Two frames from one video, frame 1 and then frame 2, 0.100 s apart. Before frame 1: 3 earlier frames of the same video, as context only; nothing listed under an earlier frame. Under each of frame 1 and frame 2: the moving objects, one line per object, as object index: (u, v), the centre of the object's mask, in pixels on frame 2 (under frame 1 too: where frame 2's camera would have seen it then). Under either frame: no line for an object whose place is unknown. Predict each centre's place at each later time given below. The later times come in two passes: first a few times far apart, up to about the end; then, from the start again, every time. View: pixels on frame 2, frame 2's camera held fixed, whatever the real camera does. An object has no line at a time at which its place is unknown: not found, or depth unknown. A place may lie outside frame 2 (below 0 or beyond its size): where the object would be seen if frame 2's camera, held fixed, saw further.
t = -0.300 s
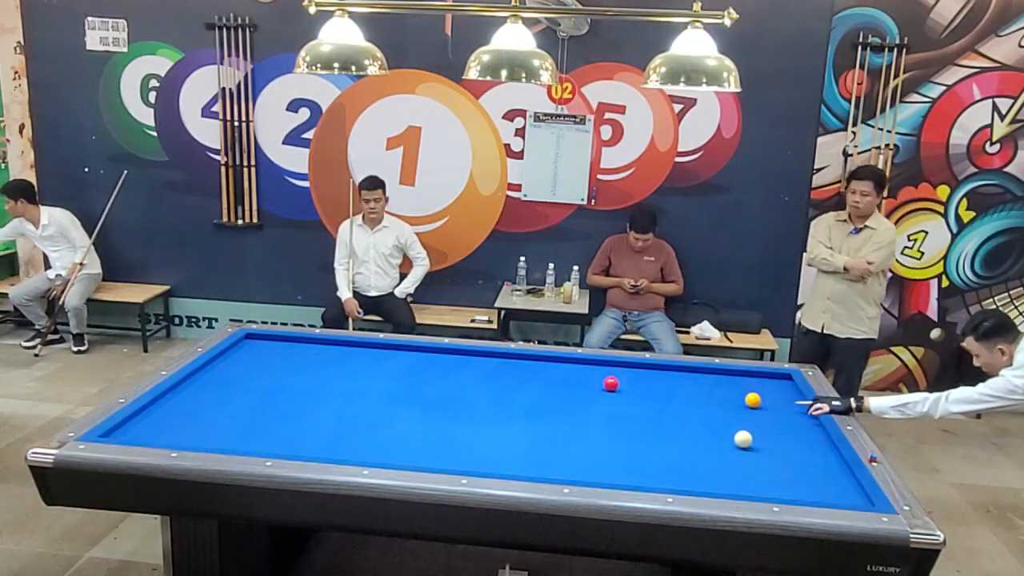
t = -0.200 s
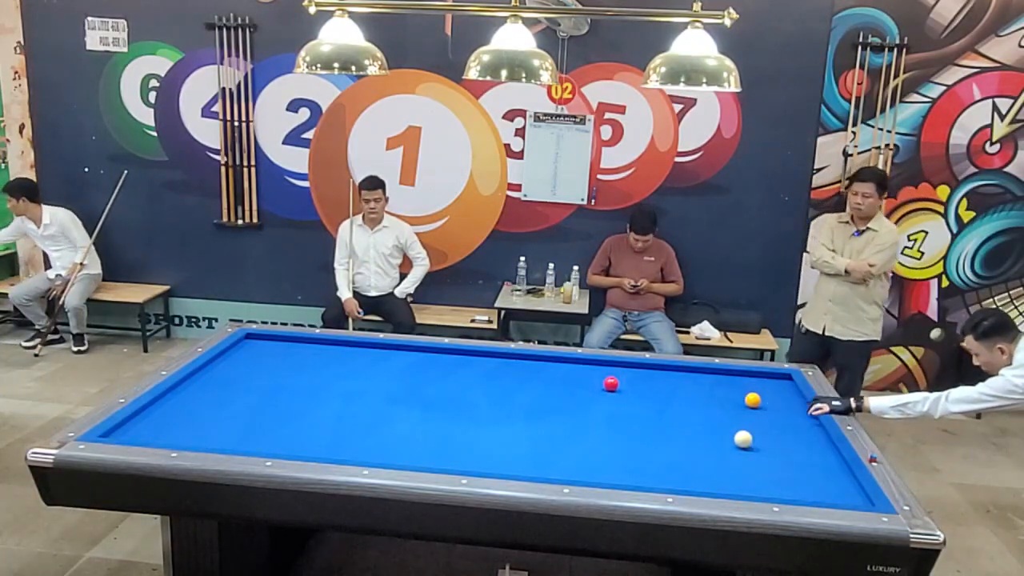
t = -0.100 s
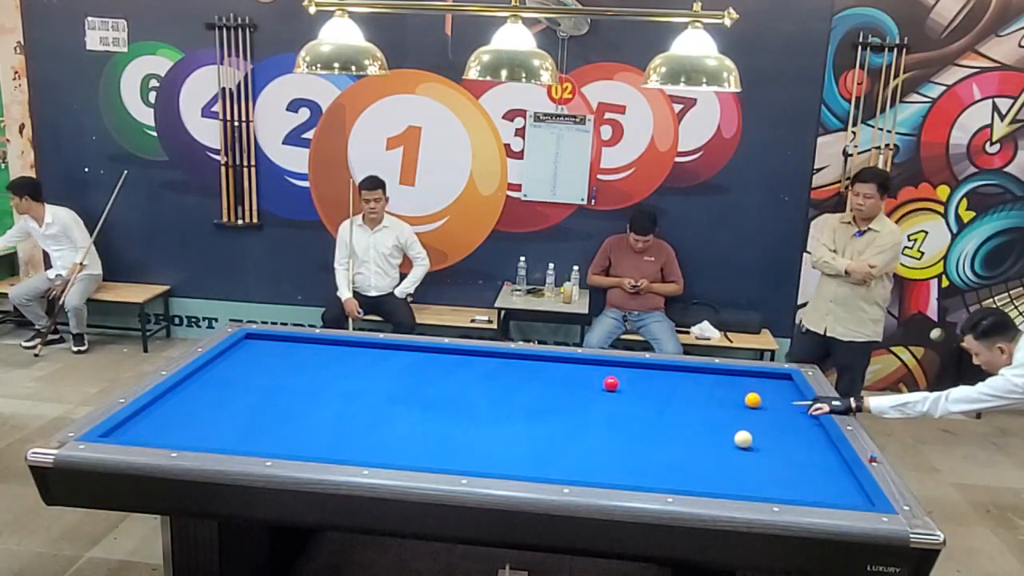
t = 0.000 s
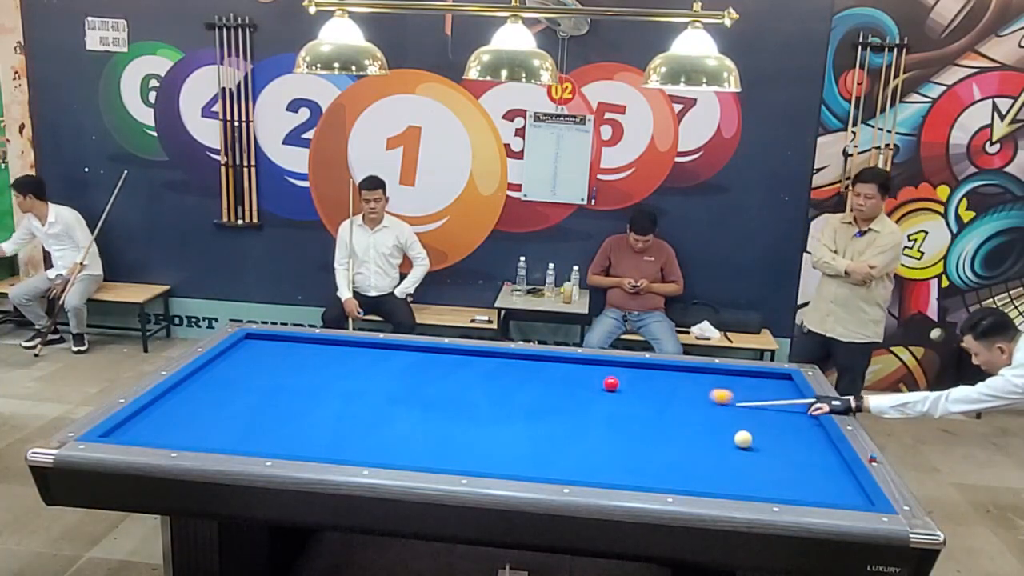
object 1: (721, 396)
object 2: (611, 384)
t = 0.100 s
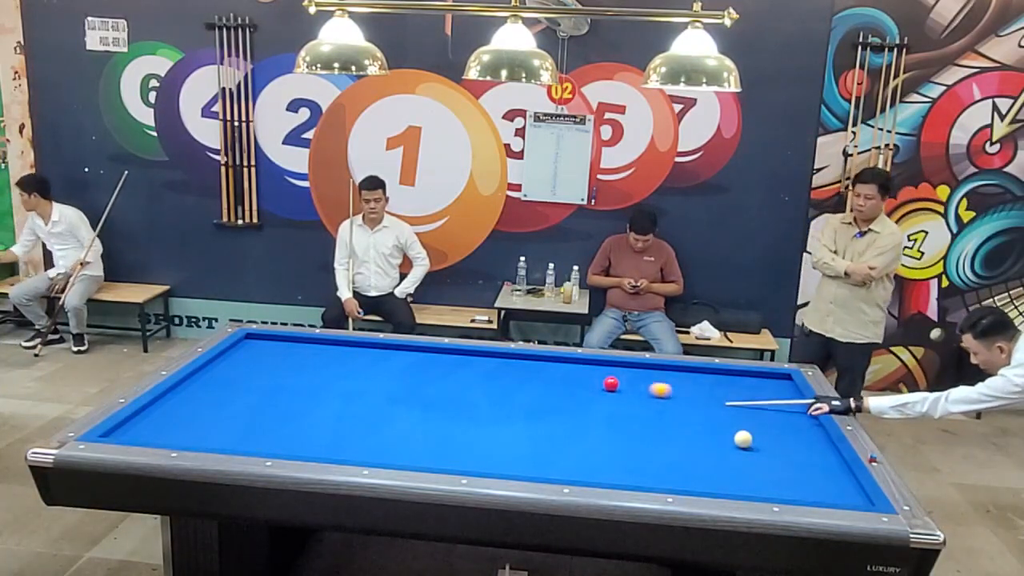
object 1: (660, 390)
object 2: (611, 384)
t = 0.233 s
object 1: (622, 388)
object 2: (577, 377)
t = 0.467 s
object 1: (627, 396)
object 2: (483, 360)
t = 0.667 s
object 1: (643, 404)
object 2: (419, 348)
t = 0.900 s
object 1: (662, 412)
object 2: (347, 348)
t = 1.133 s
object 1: (682, 421)
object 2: (277, 346)
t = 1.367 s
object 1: (702, 430)
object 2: (256, 348)
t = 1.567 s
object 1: (719, 437)
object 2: (292, 355)
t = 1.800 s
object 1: (740, 447)
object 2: (326, 362)
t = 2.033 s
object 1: (761, 456)
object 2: (360, 369)
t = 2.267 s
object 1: (782, 465)
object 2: (396, 376)
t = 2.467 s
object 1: (800, 473)
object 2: (426, 382)
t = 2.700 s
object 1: (822, 483)
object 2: (463, 390)
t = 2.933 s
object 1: (844, 492)
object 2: (500, 397)
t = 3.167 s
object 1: (859, 498)
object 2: (538, 405)
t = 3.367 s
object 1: (854, 498)
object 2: (571, 412)
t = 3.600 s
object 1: (848, 496)
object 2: (610, 419)
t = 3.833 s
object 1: (843, 494)
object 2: (649, 428)
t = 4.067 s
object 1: (839, 493)
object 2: (690, 436)
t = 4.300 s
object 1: (835, 492)
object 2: (730, 444)
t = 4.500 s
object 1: (834, 491)
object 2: (766, 451)
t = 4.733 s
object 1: (833, 489)
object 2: (808, 460)
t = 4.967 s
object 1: (833, 488)
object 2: (834, 467)
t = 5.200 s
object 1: (833, 488)
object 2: (813, 468)
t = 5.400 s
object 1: (832, 487)
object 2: (797, 469)
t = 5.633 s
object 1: (833, 487)
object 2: (779, 470)
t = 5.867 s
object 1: (833, 487)
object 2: (761, 471)
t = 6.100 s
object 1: (833, 487)
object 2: (744, 473)
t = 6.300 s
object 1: (833, 487)
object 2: (730, 474)
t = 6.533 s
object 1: (833, 487)
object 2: (714, 474)
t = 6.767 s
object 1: (832, 487)
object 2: (698, 476)
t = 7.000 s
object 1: (833, 487)
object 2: (684, 476)
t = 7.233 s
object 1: (833, 487)
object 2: (669, 477)
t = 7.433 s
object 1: (833, 487)
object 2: (658, 477)
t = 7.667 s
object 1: (833, 488)
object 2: (645, 478)
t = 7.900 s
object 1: (833, 487)
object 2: (634, 478)
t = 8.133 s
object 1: (833, 488)
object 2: (622, 478)
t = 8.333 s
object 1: (832, 487)
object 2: (613, 478)
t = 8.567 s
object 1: (833, 487)
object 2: (604, 477)
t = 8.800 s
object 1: (833, 487)
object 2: (596, 476)
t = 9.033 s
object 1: (833, 487)
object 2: (589, 475)
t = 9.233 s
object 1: (833, 487)
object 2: (583, 474)
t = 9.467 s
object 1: (833, 487)
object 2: (578, 473)
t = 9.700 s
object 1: (833, 487)
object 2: (573, 473)
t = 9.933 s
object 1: (832, 487)
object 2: (568, 472)
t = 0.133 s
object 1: (641, 388)
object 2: (611, 384)
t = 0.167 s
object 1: (625, 386)
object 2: (608, 383)
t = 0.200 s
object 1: (623, 387)
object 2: (593, 380)
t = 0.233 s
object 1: (622, 388)
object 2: (577, 377)
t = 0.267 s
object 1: (622, 389)
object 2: (562, 375)
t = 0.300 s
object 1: (622, 391)
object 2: (547, 372)
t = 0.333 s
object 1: (622, 392)
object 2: (533, 370)
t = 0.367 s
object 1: (623, 393)
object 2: (520, 367)
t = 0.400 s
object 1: (624, 394)
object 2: (507, 365)
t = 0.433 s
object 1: (625, 395)
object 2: (495, 362)
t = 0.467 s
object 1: (627, 396)
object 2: (483, 360)
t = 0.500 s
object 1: (629, 397)
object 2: (471, 358)
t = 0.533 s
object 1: (632, 399)
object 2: (460, 355)
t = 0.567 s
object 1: (635, 400)
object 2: (449, 353)
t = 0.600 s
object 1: (638, 401)
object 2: (438, 352)
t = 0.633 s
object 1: (640, 402)
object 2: (428, 350)
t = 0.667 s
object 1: (643, 404)
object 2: (419, 348)
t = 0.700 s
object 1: (646, 405)
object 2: (408, 349)
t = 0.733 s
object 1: (648, 406)
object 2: (398, 349)
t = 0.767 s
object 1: (651, 407)
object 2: (388, 348)
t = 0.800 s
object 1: (654, 408)
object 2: (378, 348)
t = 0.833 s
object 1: (656, 410)
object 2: (367, 348)
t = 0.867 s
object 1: (659, 411)
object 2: (357, 348)
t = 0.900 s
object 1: (662, 412)
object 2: (347, 348)
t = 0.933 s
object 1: (665, 413)
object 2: (337, 347)
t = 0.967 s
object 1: (668, 415)
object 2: (327, 347)
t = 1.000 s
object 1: (670, 416)
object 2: (317, 347)
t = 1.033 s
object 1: (673, 417)
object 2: (307, 347)
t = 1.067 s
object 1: (676, 418)
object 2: (297, 346)
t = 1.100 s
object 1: (679, 420)
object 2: (287, 346)
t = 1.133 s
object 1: (682, 421)
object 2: (277, 346)
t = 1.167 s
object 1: (685, 422)
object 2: (266, 346)
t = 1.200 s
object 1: (688, 423)
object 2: (256, 346)
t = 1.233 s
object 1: (690, 425)
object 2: (246, 345)
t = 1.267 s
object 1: (693, 426)
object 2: (237, 345)
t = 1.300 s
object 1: (696, 427)
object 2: (242, 346)
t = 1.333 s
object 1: (699, 429)
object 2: (249, 347)
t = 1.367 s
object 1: (702, 430)
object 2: (256, 348)
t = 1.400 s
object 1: (705, 431)
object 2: (263, 350)
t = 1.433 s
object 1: (708, 432)
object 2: (270, 351)
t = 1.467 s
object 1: (711, 434)
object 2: (276, 352)
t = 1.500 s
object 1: (713, 435)
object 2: (281, 353)
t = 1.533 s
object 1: (716, 436)
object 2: (287, 354)
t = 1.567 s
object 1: (719, 437)
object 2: (292, 355)
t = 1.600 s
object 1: (722, 439)
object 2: (297, 356)
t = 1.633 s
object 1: (725, 440)
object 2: (302, 357)
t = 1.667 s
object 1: (728, 441)
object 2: (307, 358)
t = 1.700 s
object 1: (731, 443)
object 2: (312, 359)
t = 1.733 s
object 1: (734, 444)
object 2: (316, 360)
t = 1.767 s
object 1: (737, 445)
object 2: (321, 361)
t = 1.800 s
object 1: (740, 447)
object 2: (326, 362)
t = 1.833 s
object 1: (743, 448)
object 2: (331, 363)
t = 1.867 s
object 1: (746, 449)
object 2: (336, 364)
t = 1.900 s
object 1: (749, 450)
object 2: (341, 365)
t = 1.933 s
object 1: (752, 452)
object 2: (346, 366)
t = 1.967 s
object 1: (755, 453)
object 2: (351, 367)
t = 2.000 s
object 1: (758, 454)
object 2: (356, 368)
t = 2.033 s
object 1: (761, 456)
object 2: (360, 369)
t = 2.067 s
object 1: (764, 457)
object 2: (365, 370)
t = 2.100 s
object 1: (767, 458)
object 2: (371, 371)
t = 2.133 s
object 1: (770, 460)
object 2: (376, 372)
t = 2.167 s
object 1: (773, 461)
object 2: (381, 373)
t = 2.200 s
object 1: (776, 462)
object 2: (386, 374)
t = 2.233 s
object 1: (779, 464)
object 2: (391, 375)
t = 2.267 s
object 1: (782, 465)
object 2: (396, 376)
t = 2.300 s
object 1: (785, 467)
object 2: (401, 377)
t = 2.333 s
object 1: (788, 468)
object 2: (406, 378)
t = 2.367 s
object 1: (791, 469)
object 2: (411, 379)
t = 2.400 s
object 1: (794, 470)
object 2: (417, 380)
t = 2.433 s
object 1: (797, 472)
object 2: (422, 382)
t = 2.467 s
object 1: (800, 473)
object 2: (426, 382)
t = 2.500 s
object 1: (803, 475)
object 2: (432, 383)
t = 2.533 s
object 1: (806, 476)
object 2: (437, 385)
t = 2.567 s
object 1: (809, 478)
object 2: (442, 385)
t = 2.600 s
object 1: (812, 479)
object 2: (447, 386)
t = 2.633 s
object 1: (816, 480)
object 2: (452, 388)
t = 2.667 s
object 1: (819, 481)
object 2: (458, 389)
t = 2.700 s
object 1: (822, 483)
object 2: (463, 390)
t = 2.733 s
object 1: (825, 484)
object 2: (468, 391)
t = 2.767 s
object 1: (828, 485)
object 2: (473, 392)
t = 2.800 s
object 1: (831, 487)
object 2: (479, 393)
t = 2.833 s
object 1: (834, 488)
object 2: (484, 394)
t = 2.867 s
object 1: (837, 489)
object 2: (489, 395)
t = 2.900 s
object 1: (840, 491)
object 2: (495, 396)
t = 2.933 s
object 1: (844, 492)
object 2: (500, 397)
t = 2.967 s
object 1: (847, 493)
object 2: (505, 399)
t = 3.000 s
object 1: (850, 494)
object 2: (511, 400)
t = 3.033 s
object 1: (853, 495)
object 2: (516, 401)
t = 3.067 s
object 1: (856, 496)
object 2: (522, 402)
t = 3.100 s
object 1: (859, 498)
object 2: (527, 403)
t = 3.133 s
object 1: (860, 498)
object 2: (532, 404)
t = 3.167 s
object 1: (859, 498)
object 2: (538, 405)
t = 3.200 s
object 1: (859, 499)
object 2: (543, 406)
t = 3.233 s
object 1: (858, 499)
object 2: (549, 407)
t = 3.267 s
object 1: (857, 499)
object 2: (554, 408)
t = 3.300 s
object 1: (856, 499)
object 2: (560, 409)
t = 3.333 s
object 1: (855, 498)
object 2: (565, 410)
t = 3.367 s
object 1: (854, 498)
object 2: (571, 412)
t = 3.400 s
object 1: (853, 498)
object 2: (576, 413)
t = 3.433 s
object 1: (852, 498)
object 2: (582, 414)
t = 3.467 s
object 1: (852, 497)
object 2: (587, 415)
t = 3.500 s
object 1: (851, 497)
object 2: (593, 416)
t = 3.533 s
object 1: (850, 497)
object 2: (598, 417)
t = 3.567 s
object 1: (849, 497)
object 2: (604, 418)
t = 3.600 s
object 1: (848, 496)
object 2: (610, 419)
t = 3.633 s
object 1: (847, 496)
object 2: (616, 421)
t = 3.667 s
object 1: (847, 496)
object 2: (621, 422)
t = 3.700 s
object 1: (846, 495)
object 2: (626, 423)
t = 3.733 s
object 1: (845, 495)
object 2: (632, 424)
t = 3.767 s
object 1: (844, 495)
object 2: (638, 425)
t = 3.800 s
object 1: (844, 495)
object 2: (643, 427)
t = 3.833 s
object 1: (843, 494)
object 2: (649, 428)
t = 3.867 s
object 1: (843, 494)
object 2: (655, 429)
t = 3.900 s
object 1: (842, 494)
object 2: (661, 430)
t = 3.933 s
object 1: (841, 494)
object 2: (666, 431)
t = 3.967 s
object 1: (840, 494)
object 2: (672, 432)
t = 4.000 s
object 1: (840, 493)
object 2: (678, 434)
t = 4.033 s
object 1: (839, 493)
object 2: (684, 435)
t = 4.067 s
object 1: (839, 493)
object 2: (690, 436)
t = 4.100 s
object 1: (838, 493)
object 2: (695, 437)
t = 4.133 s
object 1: (837, 492)
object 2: (701, 438)
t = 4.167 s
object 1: (837, 492)
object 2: (707, 440)
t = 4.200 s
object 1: (836, 492)
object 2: (713, 441)
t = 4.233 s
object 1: (836, 492)
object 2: (719, 442)
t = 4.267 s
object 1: (835, 492)
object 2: (724, 443)
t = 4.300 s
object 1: (835, 492)
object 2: (730, 444)
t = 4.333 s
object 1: (834, 491)
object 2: (736, 445)
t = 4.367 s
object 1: (834, 491)
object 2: (742, 447)
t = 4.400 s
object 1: (834, 491)
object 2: (748, 448)
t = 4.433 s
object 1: (834, 491)
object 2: (754, 449)
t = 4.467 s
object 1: (834, 491)
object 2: (760, 450)
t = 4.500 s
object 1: (834, 491)
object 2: (766, 451)
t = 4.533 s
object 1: (834, 490)
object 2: (772, 452)
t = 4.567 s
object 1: (833, 490)
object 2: (778, 454)
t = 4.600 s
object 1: (833, 490)
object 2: (784, 455)
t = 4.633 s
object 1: (833, 490)
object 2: (790, 456)
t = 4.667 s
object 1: (833, 489)
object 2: (796, 458)
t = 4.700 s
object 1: (833, 489)
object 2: (802, 459)
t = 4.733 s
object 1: (833, 489)
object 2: (808, 460)
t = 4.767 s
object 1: (833, 489)
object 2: (814, 461)
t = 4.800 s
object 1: (833, 489)
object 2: (820, 462)
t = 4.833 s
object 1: (833, 489)
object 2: (826, 464)
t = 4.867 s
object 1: (833, 488)
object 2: (832, 465)
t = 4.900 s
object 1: (833, 488)
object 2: (839, 466)
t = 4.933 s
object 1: (833, 488)
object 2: (839, 467)
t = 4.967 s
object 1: (833, 488)
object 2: (834, 467)
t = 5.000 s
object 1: (833, 488)
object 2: (831, 467)
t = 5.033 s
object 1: (833, 488)
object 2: (827, 467)
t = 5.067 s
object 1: (833, 488)
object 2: (824, 467)
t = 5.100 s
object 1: (833, 488)
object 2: (821, 467)
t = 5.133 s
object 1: (833, 488)
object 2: (818, 467)
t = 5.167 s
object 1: (833, 488)
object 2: (816, 468)
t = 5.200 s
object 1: (833, 488)
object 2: (813, 468)
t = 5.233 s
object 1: (833, 488)
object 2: (810, 468)
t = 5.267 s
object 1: (833, 487)
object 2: (808, 468)
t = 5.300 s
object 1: (833, 487)
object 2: (805, 468)
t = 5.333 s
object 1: (833, 487)
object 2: (802, 469)
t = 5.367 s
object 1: (833, 487)
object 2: (800, 469)
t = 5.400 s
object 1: (832, 487)
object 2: (797, 469)
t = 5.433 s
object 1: (833, 487)
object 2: (794, 469)
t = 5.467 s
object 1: (833, 487)
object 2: (792, 469)
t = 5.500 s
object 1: (833, 487)
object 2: (789, 469)
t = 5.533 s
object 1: (833, 487)
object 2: (786, 470)
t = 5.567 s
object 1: (833, 487)
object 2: (784, 470)
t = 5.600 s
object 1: (833, 487)
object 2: (781, 470)
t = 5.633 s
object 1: (833, 487)
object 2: (779, 470)
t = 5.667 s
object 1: (833, 487)
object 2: (776, 470)
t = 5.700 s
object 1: (833, 487)
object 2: (774, 471)
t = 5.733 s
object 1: (833, 487)
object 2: (771, 471)
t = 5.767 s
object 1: (833, 487)
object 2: (768, 471)
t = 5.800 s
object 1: (833, 487)
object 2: (766, 471)
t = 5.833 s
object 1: (833, 487)
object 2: (763, 472)
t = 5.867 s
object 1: (833, 487)
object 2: (761, 471)
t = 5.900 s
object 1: (833, 487)
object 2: (758, 472)
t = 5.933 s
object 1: (833, 487)
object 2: (756, 472)
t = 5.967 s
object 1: (833, 487)
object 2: (754, 472)
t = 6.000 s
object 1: (833, 487)
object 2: (751, 472)
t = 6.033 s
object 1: (833, 487)
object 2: (749, 472)
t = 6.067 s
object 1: (833, 487)
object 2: (746, 473)
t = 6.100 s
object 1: (833, 487)
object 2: (744, 473)
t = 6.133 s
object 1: (833, 487)
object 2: (742, 473)
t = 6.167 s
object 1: (832, 488)
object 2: (739, 473)
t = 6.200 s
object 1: (833, 487)
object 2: (737, 473)
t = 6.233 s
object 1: (833, 487)
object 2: (734, 473)
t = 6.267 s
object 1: (833, 488)
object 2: (732, 474)
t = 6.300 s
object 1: (833, 487)
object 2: (730, 474)
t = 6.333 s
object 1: (833, 487)
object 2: (727, 474)
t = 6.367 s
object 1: (832, 488)
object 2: (725, 474)
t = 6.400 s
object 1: (833, 487)
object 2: (723, 474)
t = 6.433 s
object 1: (833, 487)
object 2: (720, 474)
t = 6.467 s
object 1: (832, 487)
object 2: (718, 474)
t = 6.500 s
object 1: (832, 487)
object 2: (716, 474)
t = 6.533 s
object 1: (833, 487)
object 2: (714, 474)
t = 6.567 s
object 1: (832, 487)
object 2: (712, 475)
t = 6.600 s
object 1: (832, 487)
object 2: (709, 475)
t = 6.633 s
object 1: (832, 487)
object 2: (707, 475)
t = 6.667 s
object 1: (832, 487)
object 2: (705, 475)
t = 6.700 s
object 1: (832, 487)
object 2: (702, 475)
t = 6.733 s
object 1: (832, 487)
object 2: (700, 475)
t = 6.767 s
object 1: (832, 487)
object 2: (698, 476)
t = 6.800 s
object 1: (832, 487)
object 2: (696, 476)
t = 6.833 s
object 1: (832, 487)
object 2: (694, 476)
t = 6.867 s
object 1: (833, 487)
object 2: (692, 476)
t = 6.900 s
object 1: (832, 487)
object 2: (690, 476)
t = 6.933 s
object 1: (833, 487)
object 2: (688, 476)
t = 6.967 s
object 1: (832, 487)
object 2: (685, 476)
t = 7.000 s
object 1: (833, 487)
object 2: (684, 476)
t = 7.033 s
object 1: (832, 487)
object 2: (681, 477)
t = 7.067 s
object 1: (832, 487)
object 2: (679, 477)
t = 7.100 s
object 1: (832, 487)
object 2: (677, 477)
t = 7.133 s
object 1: (832, 487)
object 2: (675, 477)
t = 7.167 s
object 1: (832, 487)
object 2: (674, 477)
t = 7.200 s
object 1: (833, 487)
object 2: (672, 477)
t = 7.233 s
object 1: (833, 487)
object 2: (669, 477)
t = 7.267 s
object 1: (833, 487)
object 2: (668, 477)
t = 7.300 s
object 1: (832, 487)
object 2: (666, 477)
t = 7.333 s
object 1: (833, 487)
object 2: (664, 477)
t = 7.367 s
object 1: (832, 488)
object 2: (662, 477)
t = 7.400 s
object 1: (833, 487)
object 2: (660, 477)
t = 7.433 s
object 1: (833, 487)
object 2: (658, 477)
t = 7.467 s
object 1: (833, 488)
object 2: (656, 478)
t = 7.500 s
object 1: (833, 488)
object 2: (655, 477)
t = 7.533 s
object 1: (833, 488)
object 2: (653, 478)
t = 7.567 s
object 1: (833, 487)
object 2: (651, 478)
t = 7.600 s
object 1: (833, 488)
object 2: (649, 478)
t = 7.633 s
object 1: (833, 488)
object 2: (647, 478)
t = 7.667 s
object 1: (833, 488)
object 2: (645, 478)
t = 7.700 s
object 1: (833, 488)
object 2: (644, 478)
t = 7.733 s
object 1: (833, 488)
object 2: (642, 478)
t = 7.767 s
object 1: (832, 488)
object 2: (640, 478)
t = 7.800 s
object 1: (833, 488)
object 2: (639, 478)
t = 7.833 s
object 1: (832, 487)
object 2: (637, 478)
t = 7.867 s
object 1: (832, 487)
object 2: (635, 478)
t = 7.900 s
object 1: (833, 487)
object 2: (634, 478)
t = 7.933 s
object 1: (832, 487)
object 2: (632, 478)
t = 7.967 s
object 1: (833, 487)
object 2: (631, 478)
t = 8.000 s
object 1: (832, 488)
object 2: (629, 478)
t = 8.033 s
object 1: (833, 487)
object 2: (627, 478)
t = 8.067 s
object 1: (833, 487)
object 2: (626, 478)
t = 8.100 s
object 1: (833, 487)
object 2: (624, 478)
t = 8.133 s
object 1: (833, 488)
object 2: (622, 478)
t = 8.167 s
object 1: (833, 487)
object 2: (621, 478)
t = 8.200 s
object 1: (833, 487)
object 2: (619, 477)
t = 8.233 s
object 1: (833, 487)
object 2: (617, 478)
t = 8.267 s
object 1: (833, 487)
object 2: (616, 478)
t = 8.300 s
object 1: (833, 487)
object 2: (615, 477)
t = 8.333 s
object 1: (832, 487)
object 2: (613, 478)
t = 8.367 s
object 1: (833, 487)
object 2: (612, 477)
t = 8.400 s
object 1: (833, 487)
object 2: (611, 478)
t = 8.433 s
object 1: (833, 487)
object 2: (609, 478)
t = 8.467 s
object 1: (833, 487)
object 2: (608, 477)
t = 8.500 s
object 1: (833, 487)
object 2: (606, 477)
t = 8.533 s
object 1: (833, 487)
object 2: (605, 477)
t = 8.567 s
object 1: (833, 487)
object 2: (604, 477)
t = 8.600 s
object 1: (833, 487)
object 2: (603, 477)
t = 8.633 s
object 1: (833, 487)
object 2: (602, 476)
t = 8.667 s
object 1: (833, 487)
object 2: (601, 476)
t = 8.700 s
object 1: (833, 487)
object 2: (600, 476)
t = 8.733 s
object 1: (833, 487)
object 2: (598, 476)
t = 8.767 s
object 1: (833, 487)
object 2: (597, 476)
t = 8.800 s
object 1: (833, 487)
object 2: (596, 476)
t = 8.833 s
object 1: (833, 487)
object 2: (595, 476)
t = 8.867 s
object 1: (833, 487)
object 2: (594, 475)
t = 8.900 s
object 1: (833, 487)
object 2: (593, 475)
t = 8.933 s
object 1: (833, 487)
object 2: (592, 475)
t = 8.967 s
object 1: (833, 487)
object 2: (591, 475)
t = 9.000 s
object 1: (833, 487)
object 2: (590, 475)
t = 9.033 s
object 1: (833, 487)
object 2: (589, 475)
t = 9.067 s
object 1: (833, 487)
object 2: (588, 475)
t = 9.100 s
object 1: (833, 487)
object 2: (587, 475)
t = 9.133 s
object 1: (833, 487)
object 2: (586, 474)
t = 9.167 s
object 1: (833, 488)
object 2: (585, 474)
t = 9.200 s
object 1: (833, 487)
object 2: (584, 474)
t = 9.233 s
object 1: (833, 487)
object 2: (583, 474)
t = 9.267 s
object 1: (833, 487)
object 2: (583, 474)
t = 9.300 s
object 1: (833, 487)
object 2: (582, 474)
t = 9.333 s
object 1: (833, 488)
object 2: (581, 473)
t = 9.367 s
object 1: (833, 487)
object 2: (580, 473)
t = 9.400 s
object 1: (833, 487)
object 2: (579, 473)
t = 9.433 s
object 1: (833, 487)
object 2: (579, 473)
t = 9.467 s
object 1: (833, 487)
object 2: (578, 473)
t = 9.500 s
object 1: (832, 488)
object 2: (577, 473)
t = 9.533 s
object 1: (833, 487)
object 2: (576, 473)
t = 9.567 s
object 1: (832, 488)
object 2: (576, 473)
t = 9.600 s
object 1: (833, 488)
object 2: (575, 473)
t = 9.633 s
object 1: (833, 487)
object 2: (574, 473)
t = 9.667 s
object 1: (832, 487)
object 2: (574, 473)
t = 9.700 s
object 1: (833, 487)
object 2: (573, 473)
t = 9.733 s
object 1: (832, 487)
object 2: (572, 473)
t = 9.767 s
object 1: (832, 487)
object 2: (571, 472)
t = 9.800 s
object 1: (832, 487)
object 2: (571, 472)
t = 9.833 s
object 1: (832, 487)
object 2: (570, 472)
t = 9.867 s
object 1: (832, 487)
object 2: (570, 472)
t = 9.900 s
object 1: (833, 487)
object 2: (569, 472)
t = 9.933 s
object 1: (832, 487)
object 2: (568, 472)
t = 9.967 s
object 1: (832, 487)
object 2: (568, 472)
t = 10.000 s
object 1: (832, 487)
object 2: (567, 472)
